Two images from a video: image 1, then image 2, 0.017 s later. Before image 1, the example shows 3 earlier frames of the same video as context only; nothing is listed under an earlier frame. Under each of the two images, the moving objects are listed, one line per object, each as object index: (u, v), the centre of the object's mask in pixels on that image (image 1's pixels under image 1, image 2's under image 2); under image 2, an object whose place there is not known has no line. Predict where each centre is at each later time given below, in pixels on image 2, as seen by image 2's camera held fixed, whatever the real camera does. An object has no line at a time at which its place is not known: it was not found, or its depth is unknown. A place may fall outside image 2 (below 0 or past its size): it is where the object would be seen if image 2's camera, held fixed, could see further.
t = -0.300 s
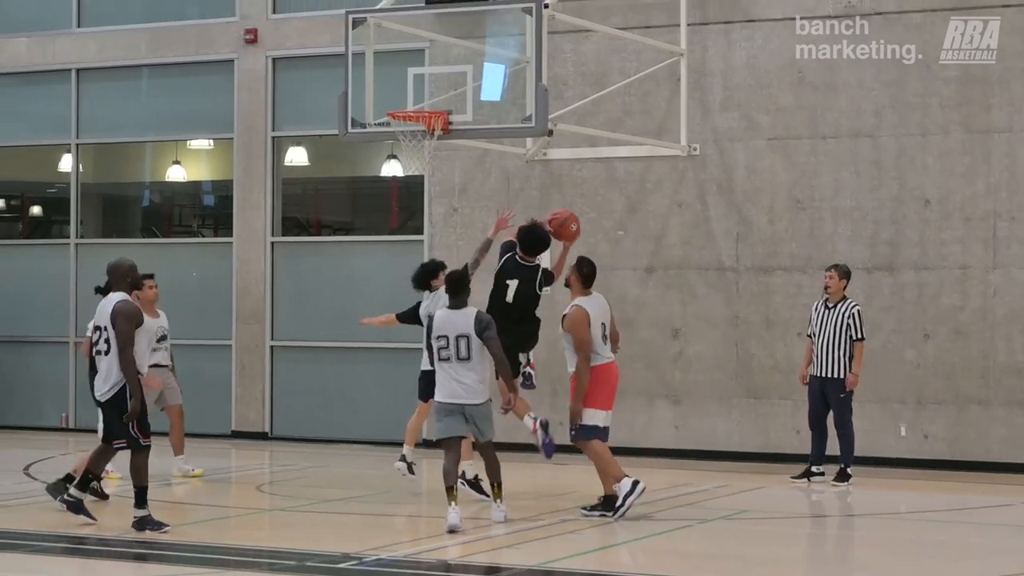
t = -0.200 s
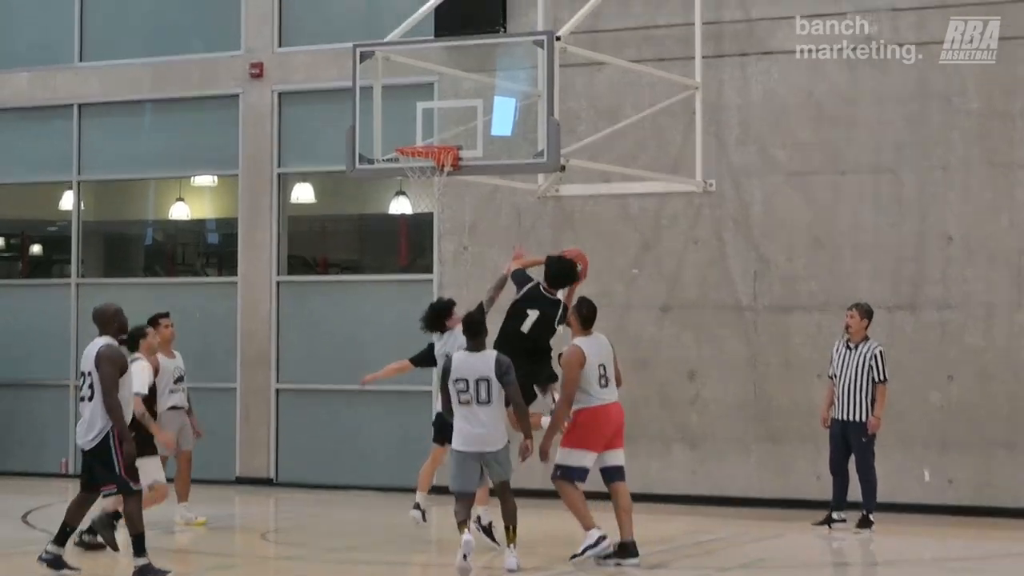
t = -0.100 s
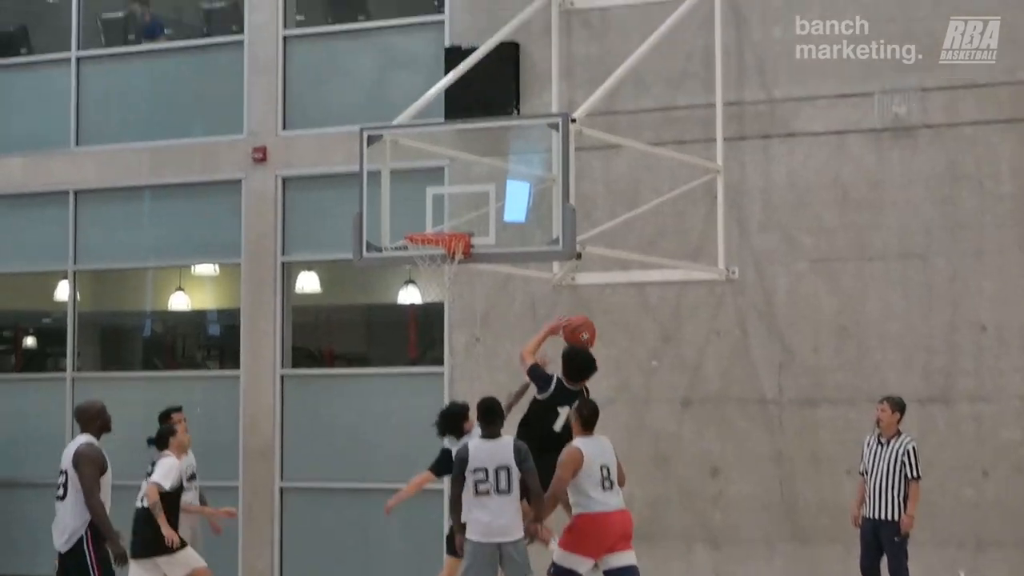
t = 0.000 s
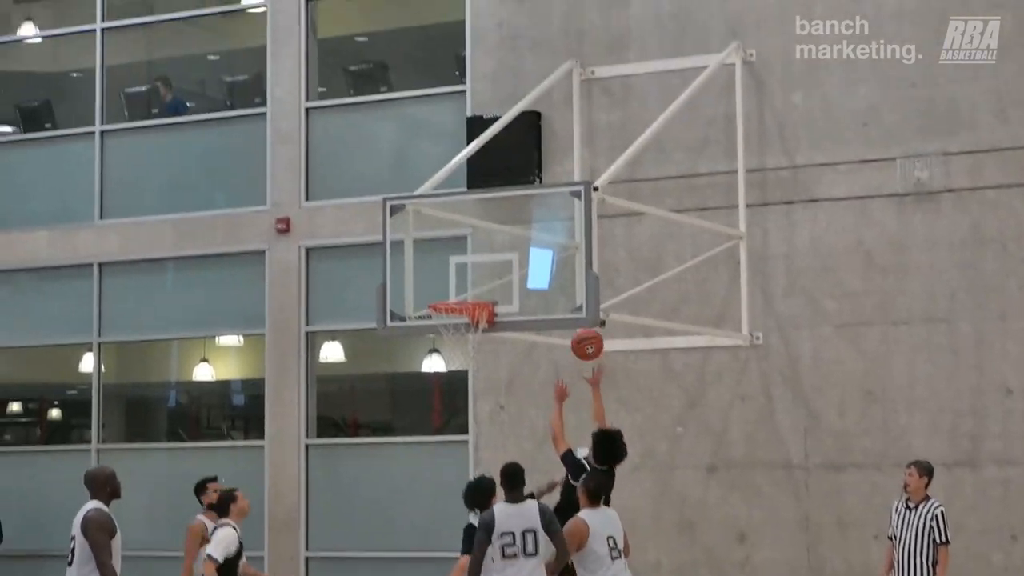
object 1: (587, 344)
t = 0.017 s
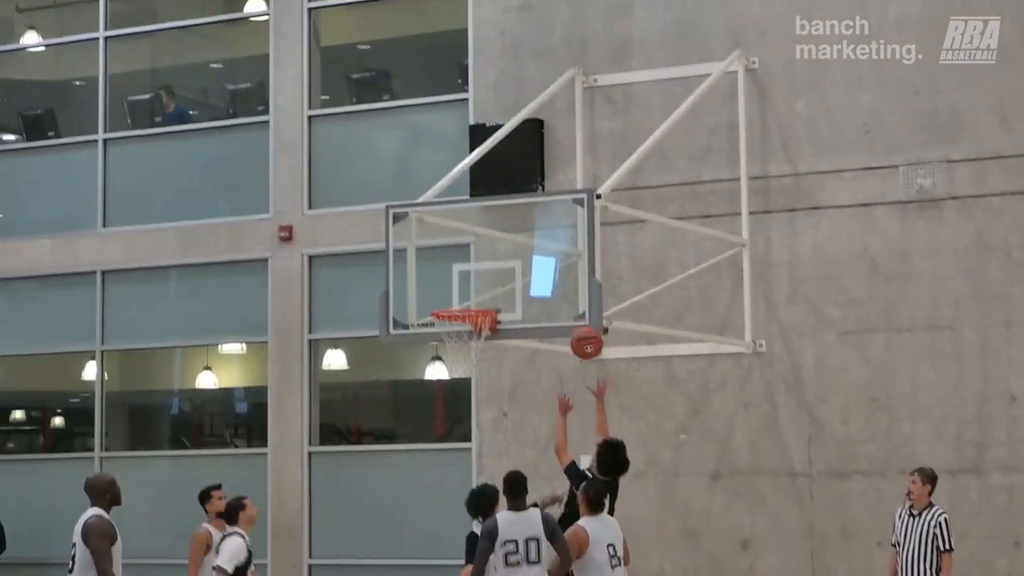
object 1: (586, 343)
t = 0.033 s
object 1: (583, 334)
